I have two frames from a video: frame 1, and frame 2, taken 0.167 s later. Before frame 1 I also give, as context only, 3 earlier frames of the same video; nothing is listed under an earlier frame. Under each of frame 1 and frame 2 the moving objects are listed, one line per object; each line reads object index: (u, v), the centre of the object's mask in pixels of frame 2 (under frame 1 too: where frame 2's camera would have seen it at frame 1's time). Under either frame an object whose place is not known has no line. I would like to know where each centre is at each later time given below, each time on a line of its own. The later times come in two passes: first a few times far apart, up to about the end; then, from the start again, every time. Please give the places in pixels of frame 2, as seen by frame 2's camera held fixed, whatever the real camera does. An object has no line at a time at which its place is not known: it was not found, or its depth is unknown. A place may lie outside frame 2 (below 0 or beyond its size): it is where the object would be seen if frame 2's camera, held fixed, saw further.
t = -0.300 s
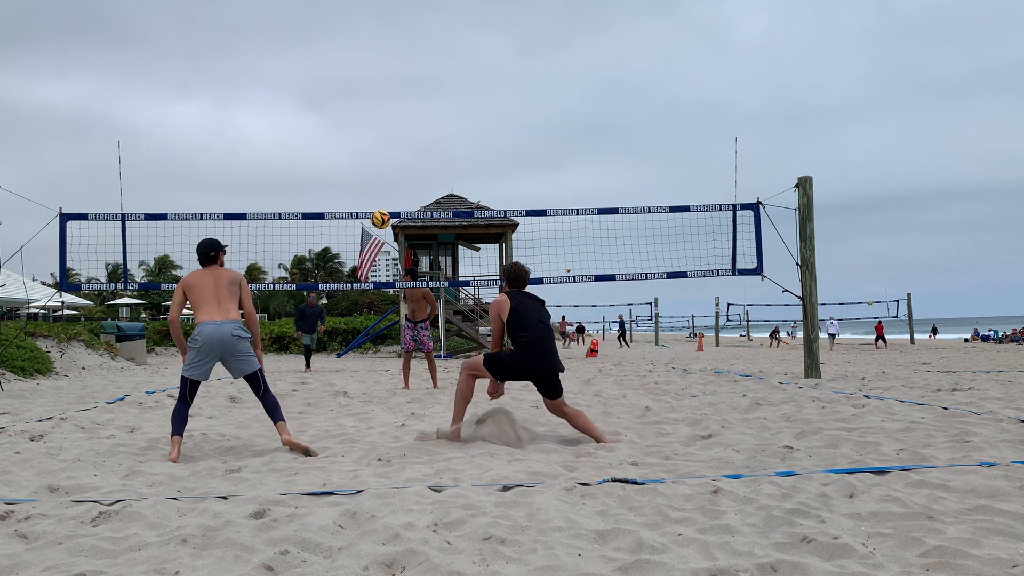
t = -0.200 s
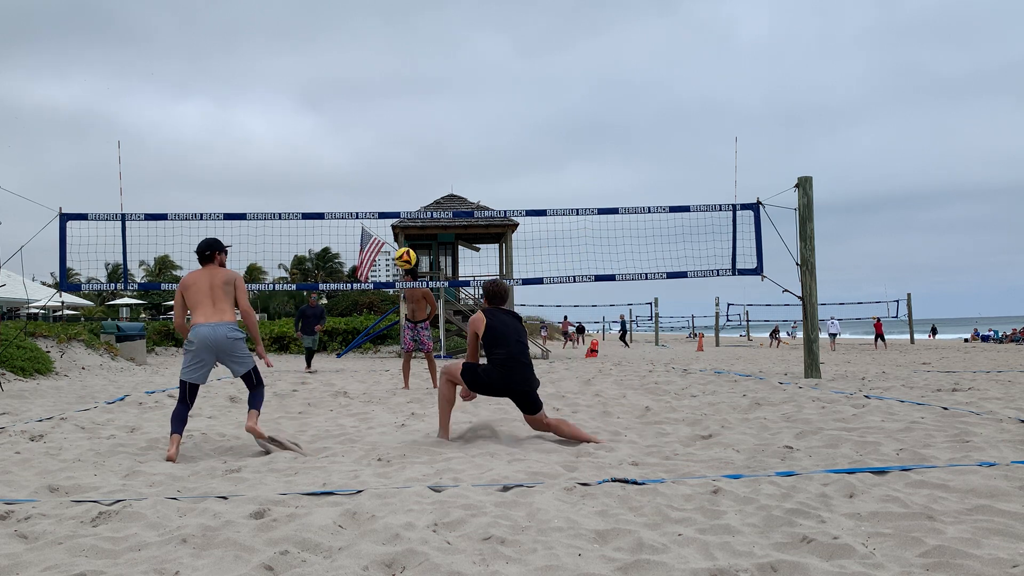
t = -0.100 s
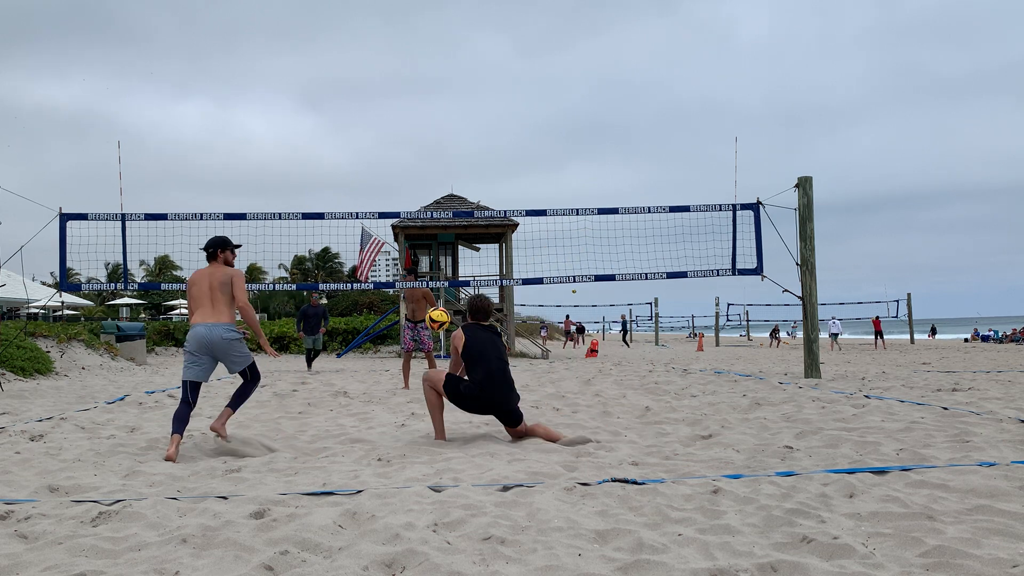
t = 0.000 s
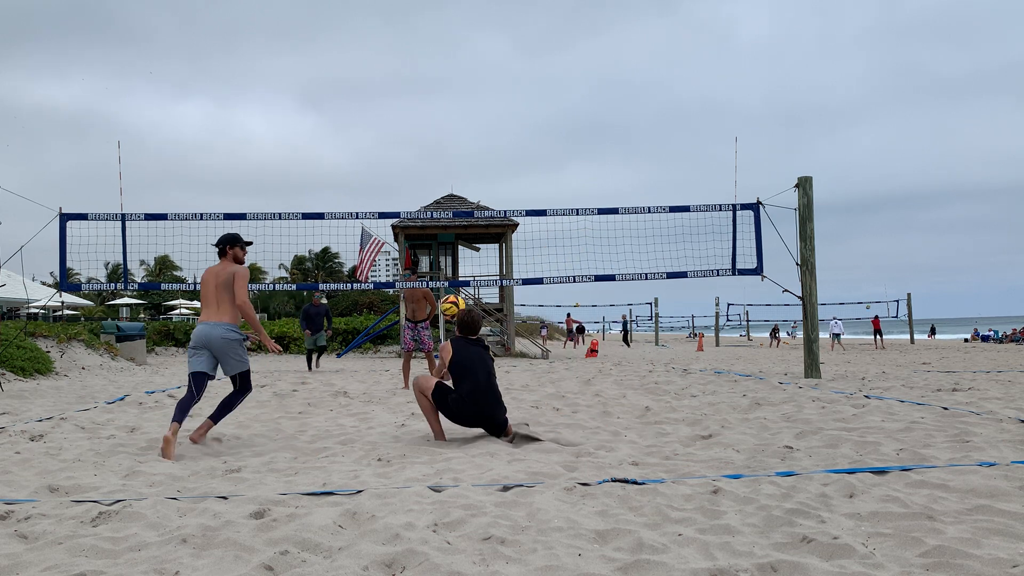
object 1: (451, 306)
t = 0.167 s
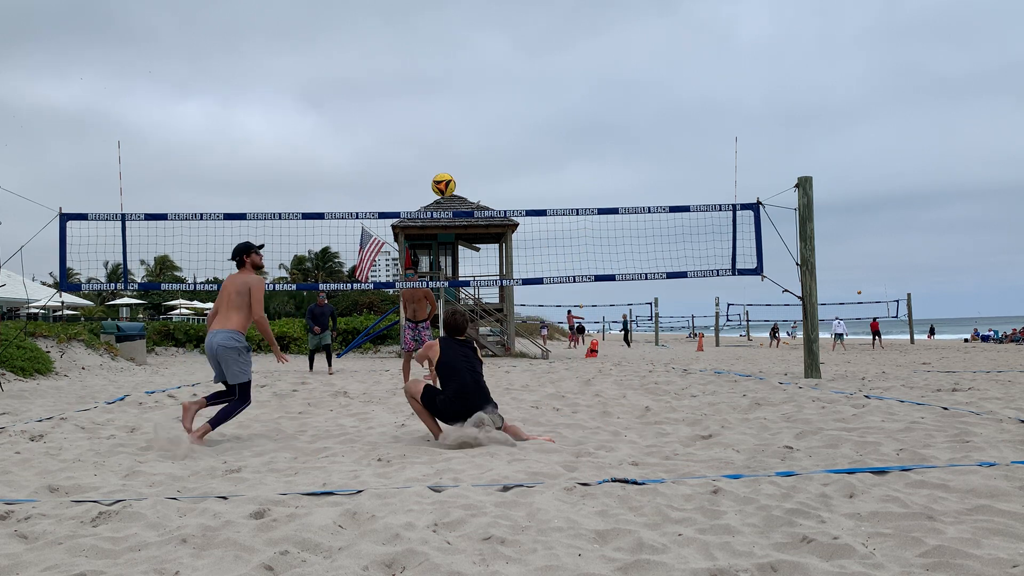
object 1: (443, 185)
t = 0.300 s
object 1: (438, 117)
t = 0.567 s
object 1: (430, 47)
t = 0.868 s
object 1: (426, 53)
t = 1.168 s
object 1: (425, 131)
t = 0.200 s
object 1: (442, 165)
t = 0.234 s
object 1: (440, 148)
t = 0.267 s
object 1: (439, 132)
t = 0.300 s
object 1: (438, 117)
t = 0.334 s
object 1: (436, 104)
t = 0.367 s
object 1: (435, 92)
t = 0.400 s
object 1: (434, 81)
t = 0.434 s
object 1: (433, 72)
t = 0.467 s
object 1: (432, 64)
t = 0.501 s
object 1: (431, 57)
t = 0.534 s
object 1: (430, 51)
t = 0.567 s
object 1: (430, 47)
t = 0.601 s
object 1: (429, 43)
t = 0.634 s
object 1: (428, 41)
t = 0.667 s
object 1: (428, 39)
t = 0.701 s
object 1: (427, 39)
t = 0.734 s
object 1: (427, 40)
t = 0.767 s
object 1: (426, 42)
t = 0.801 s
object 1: (426, 44)
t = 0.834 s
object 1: (426, 48)
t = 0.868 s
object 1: (426, 53)
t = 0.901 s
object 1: (425, 58)
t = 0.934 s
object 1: (425, 64)
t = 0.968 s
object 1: (425, 71)
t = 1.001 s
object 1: (425, 79)
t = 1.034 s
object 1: (425, 88)
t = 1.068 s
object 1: (425, 97)
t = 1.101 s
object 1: (425, 108)
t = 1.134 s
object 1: (425, 119)
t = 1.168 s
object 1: (425, 131)
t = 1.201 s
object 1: (426, 143)
